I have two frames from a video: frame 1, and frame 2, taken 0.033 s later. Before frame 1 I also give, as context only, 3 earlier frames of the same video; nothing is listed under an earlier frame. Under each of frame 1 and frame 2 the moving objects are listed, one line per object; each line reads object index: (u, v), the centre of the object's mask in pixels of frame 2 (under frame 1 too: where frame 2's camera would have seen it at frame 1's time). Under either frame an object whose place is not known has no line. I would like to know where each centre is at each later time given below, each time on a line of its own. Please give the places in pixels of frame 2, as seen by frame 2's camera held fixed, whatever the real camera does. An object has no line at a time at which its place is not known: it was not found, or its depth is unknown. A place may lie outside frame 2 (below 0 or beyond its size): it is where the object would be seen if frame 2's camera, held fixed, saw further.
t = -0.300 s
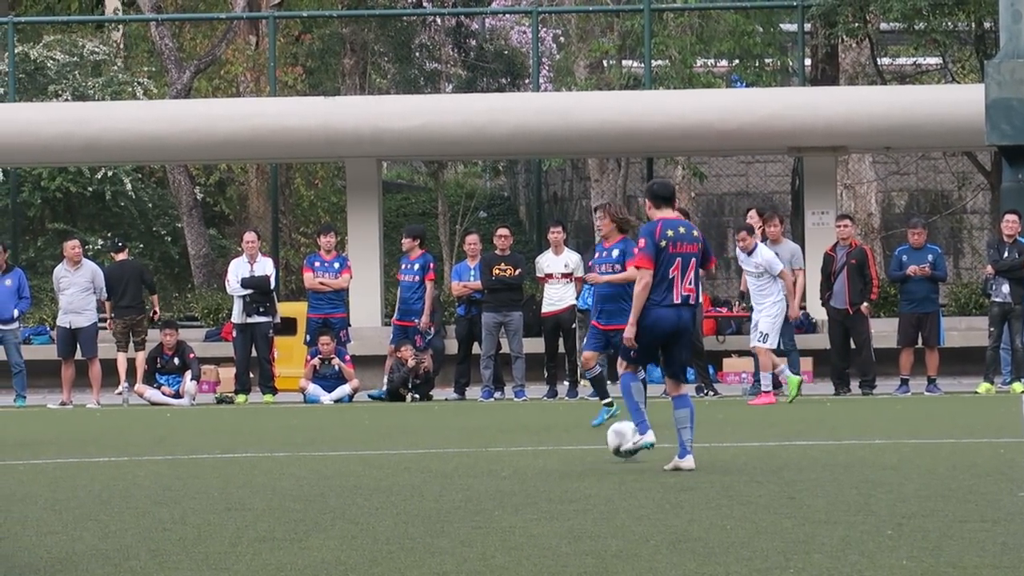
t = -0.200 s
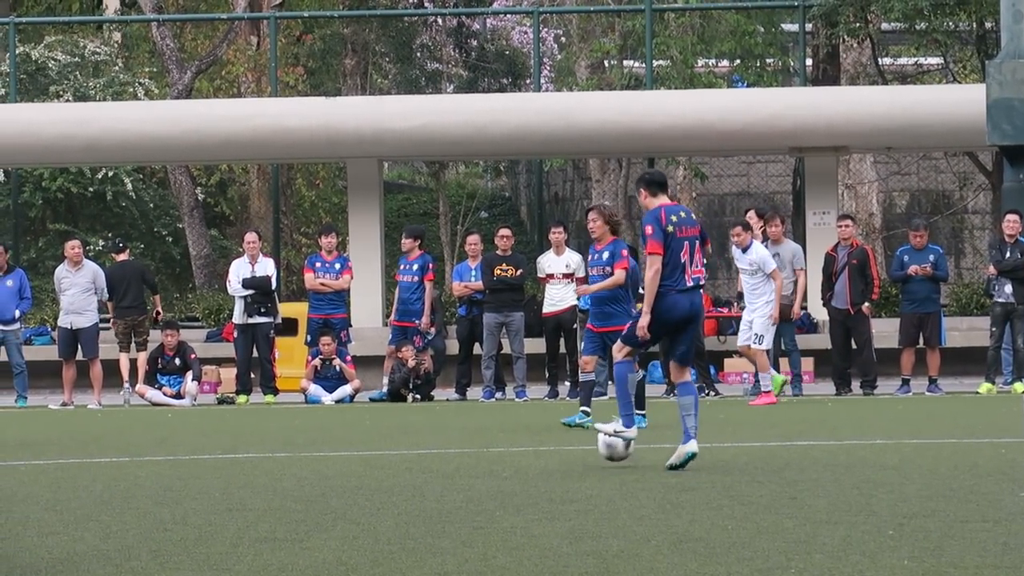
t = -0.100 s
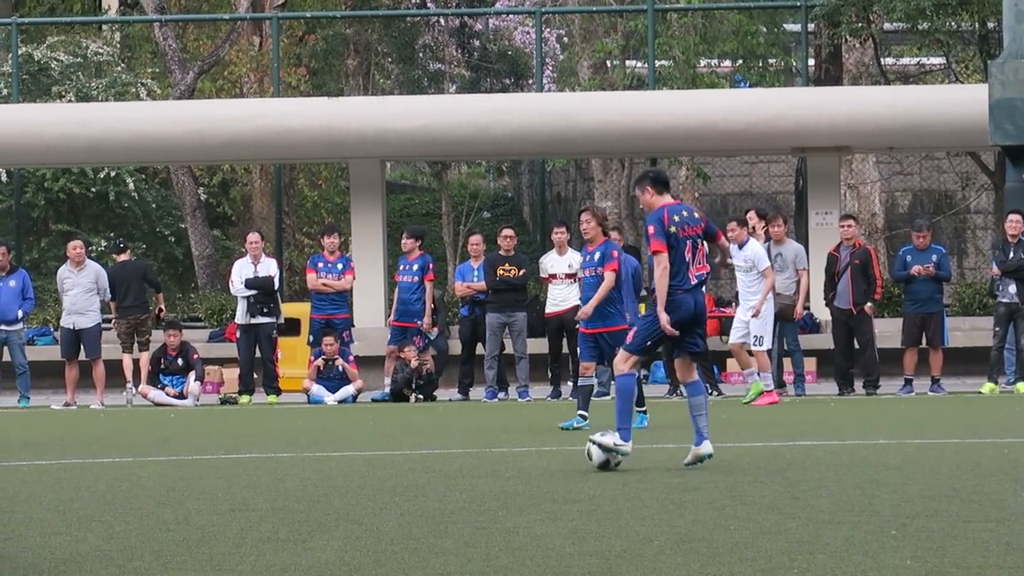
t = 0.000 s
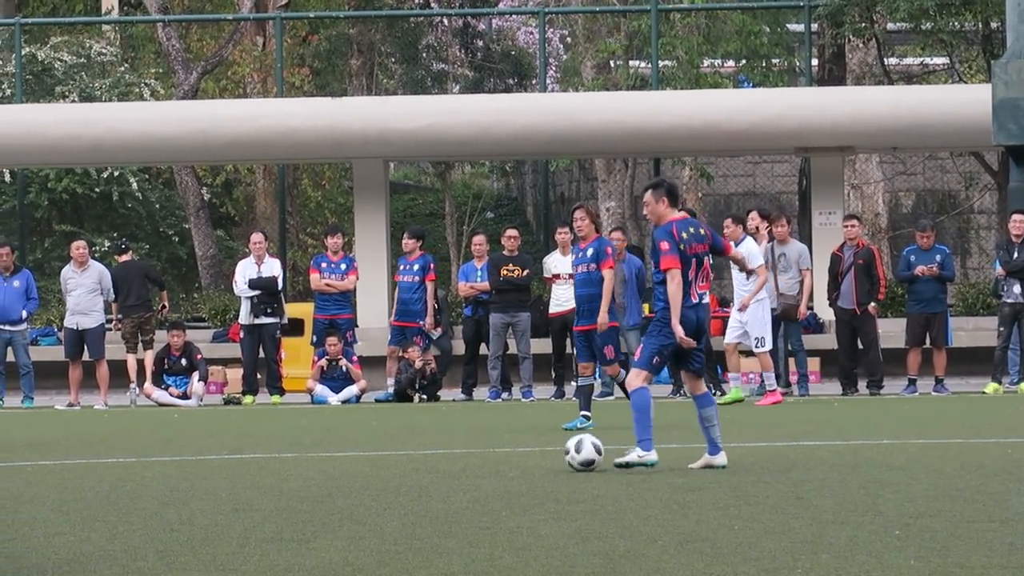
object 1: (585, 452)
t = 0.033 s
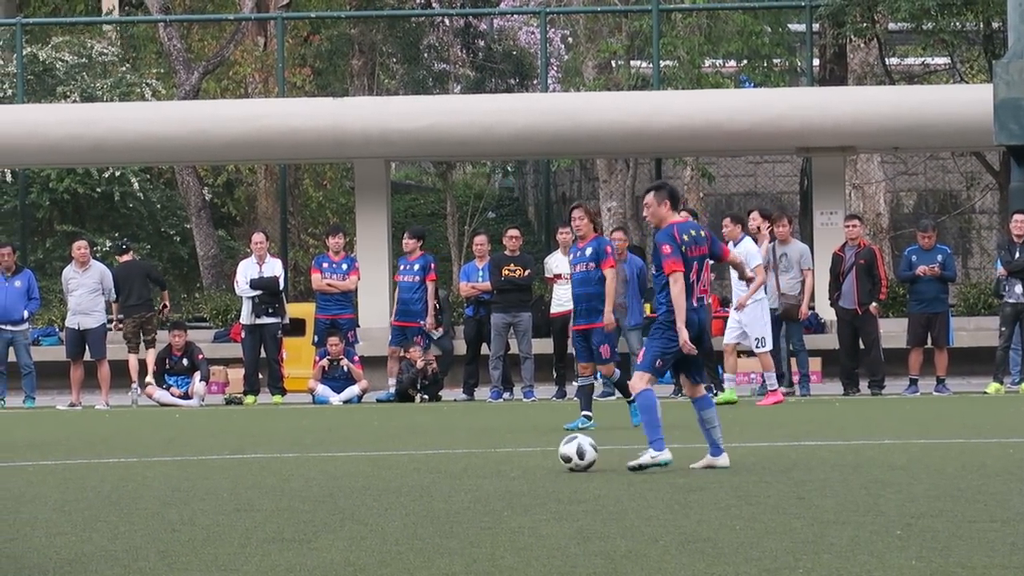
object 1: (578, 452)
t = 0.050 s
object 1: (574, 452)
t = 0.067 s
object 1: (571, 452)
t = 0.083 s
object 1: (567, 453)
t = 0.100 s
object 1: (564, 453)
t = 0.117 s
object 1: (561, 453)
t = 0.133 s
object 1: (558, 452)
